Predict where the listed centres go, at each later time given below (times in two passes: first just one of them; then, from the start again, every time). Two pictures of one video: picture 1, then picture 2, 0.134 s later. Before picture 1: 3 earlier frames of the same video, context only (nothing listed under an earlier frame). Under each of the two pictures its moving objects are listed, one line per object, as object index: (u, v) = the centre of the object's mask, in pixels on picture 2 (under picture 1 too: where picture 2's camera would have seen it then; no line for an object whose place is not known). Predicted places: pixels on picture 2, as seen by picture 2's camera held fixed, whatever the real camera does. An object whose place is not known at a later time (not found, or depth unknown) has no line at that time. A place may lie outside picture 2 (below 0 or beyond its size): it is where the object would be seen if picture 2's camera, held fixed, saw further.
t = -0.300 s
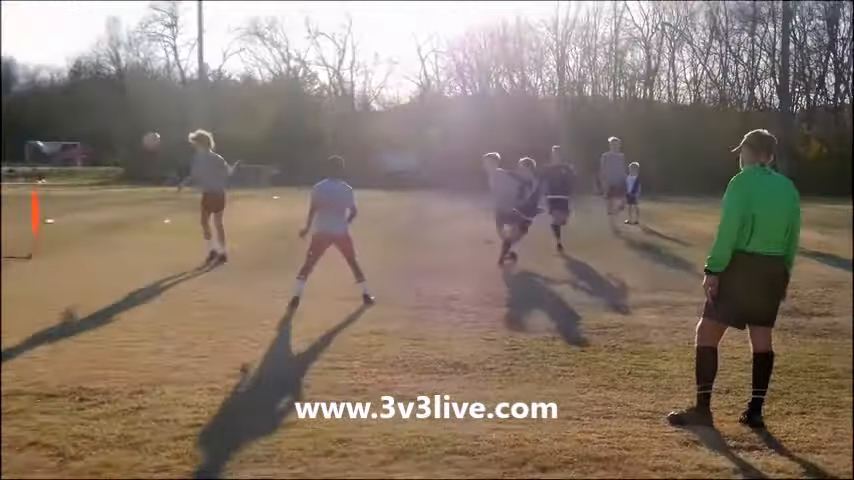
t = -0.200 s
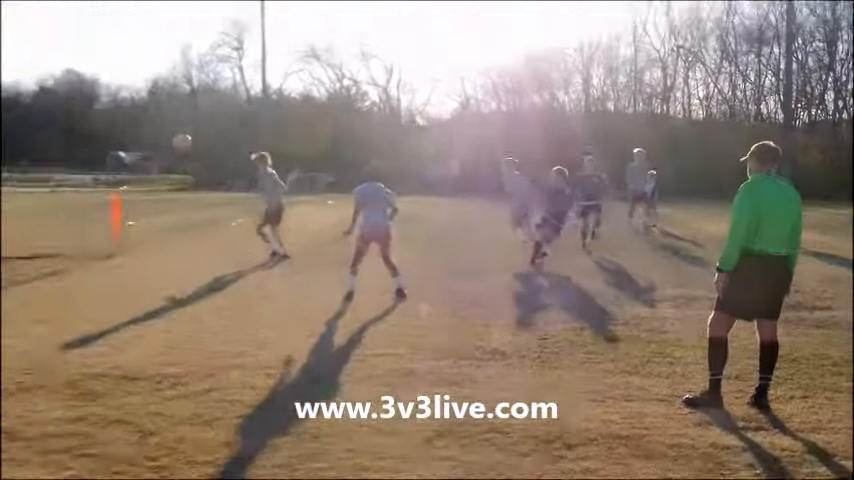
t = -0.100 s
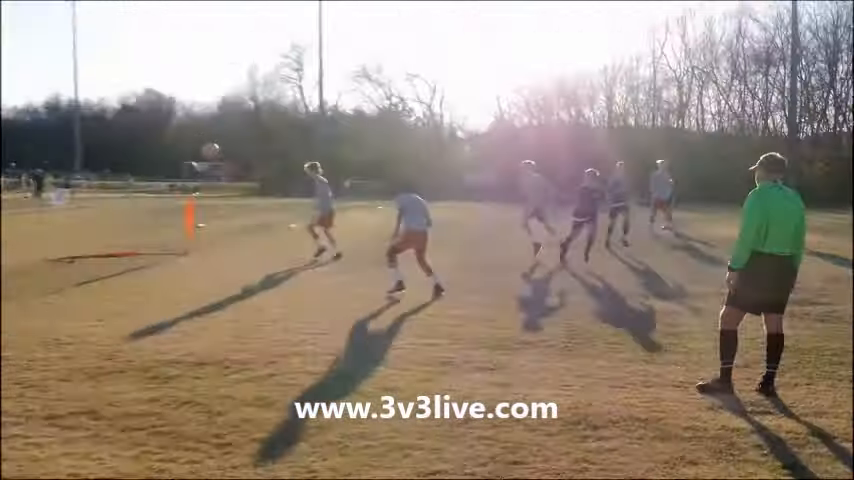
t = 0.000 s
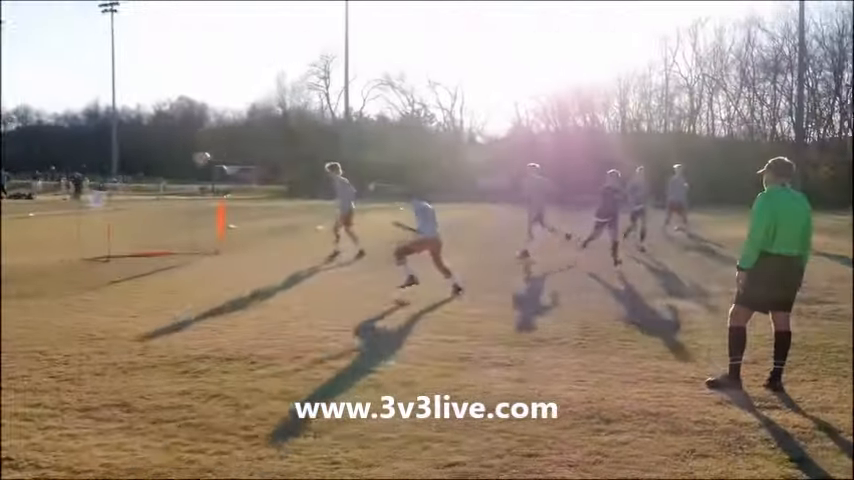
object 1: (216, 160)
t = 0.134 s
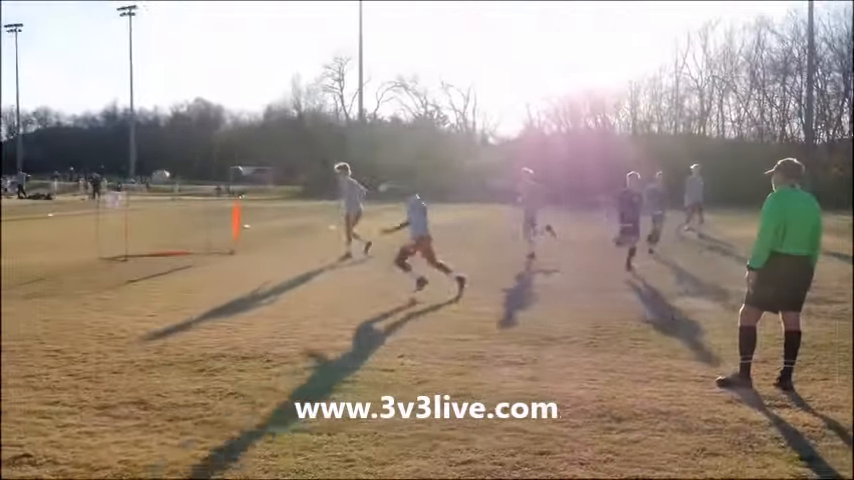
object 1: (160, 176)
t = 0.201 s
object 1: (130, 191)
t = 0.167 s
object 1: (148, 180)
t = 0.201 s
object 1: (130, 191)
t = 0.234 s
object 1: (115, 199)
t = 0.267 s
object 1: (100, 209)
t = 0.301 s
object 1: (84, 221)
